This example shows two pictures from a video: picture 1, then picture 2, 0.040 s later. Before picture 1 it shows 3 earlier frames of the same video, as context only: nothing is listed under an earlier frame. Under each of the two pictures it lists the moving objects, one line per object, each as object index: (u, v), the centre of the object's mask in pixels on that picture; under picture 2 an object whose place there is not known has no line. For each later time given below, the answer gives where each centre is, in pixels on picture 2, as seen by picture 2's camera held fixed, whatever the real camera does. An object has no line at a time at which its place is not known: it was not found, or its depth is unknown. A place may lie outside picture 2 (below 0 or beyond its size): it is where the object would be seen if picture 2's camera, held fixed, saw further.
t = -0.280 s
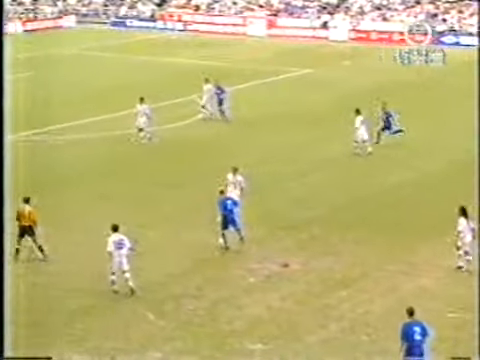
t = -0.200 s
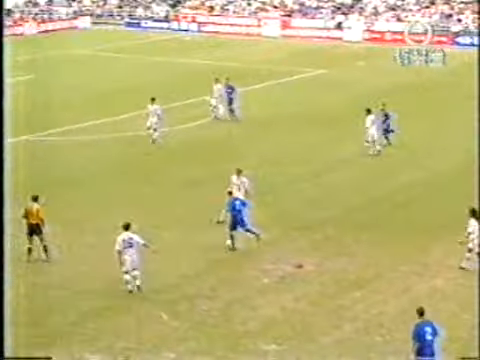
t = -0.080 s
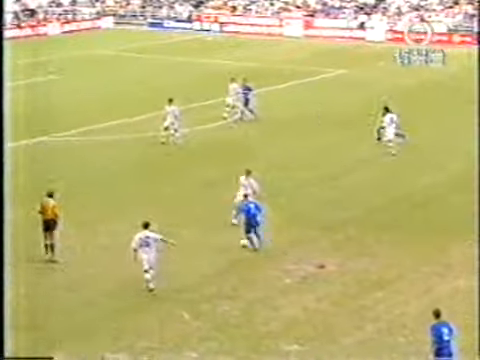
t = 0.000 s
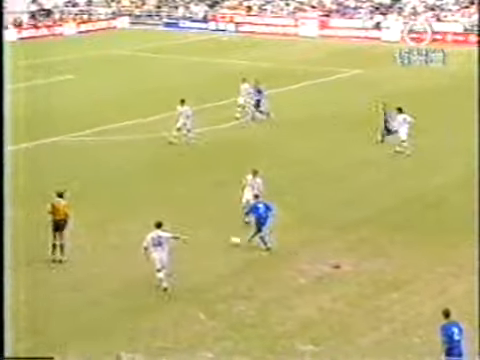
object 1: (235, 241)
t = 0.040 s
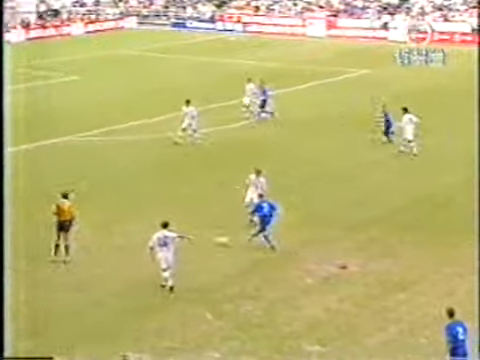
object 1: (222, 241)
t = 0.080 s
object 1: (202, 240)
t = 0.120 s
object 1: (183, 241)
